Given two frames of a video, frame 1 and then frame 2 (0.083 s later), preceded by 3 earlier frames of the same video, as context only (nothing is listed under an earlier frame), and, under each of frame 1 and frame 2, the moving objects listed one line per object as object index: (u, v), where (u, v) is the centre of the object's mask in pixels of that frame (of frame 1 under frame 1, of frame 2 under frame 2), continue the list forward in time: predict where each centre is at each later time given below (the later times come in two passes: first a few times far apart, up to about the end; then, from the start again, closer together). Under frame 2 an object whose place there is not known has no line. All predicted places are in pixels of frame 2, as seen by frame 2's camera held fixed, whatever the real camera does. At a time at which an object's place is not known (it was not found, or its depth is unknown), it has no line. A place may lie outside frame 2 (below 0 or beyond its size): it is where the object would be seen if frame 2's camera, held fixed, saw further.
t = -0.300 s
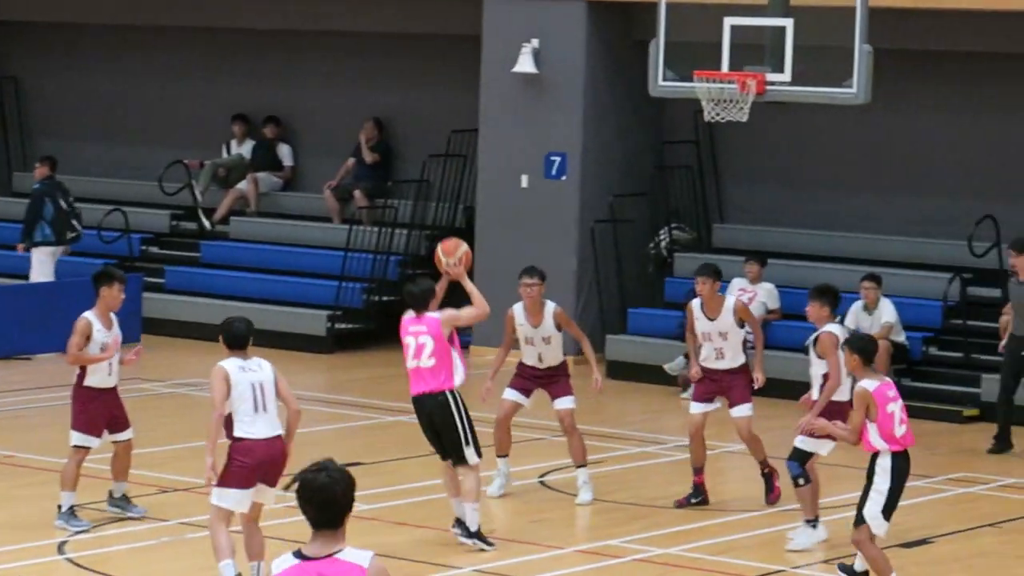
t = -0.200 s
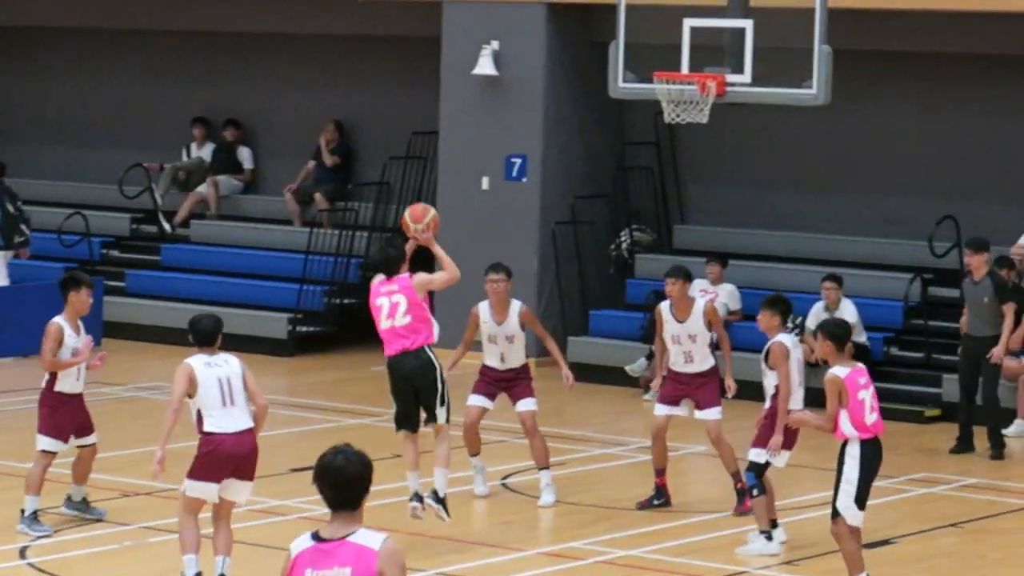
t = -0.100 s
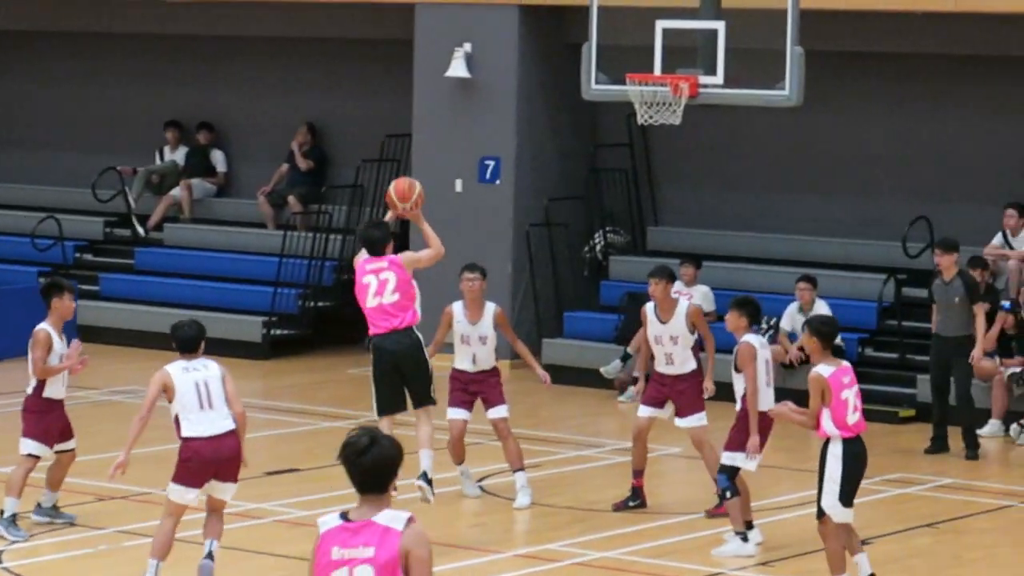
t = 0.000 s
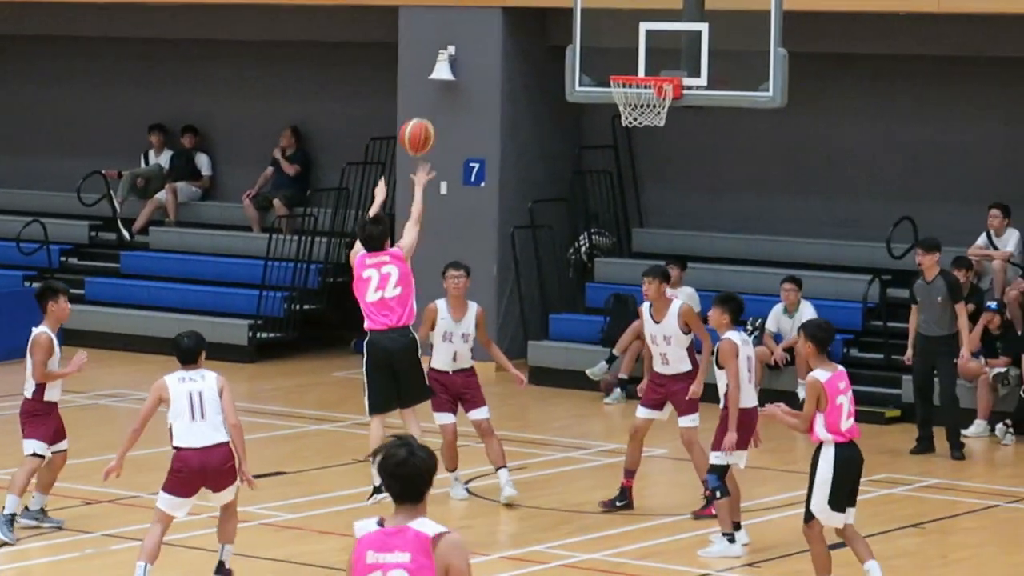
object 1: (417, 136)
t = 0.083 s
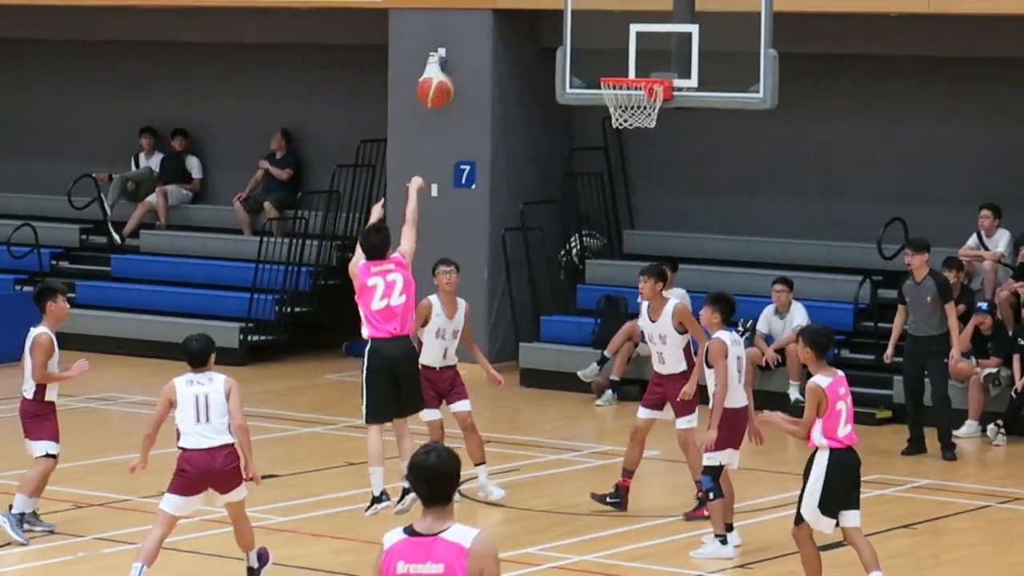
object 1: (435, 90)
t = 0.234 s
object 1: (482, 29)
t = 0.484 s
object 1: (556, 2)
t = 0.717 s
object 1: (617, 55)
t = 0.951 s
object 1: (644, 160)
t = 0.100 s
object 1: (441, 82)
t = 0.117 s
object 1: (446, 73)
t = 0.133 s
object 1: (451, 66)
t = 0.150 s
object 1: (457, 59)
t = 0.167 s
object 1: (462, 52)
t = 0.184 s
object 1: (467, 45)
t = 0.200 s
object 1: (472, 39)
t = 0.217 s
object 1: (477, 34)
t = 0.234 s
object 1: (482, 29)
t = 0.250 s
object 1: (488, 24)
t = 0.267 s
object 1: (493, 20)
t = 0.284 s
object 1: (497, 17)
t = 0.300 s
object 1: (502, 14)
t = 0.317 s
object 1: (506, 11)
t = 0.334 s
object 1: (512, 8)
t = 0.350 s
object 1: (516, 6)
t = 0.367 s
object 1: (522, 5)
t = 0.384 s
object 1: (527, 3)
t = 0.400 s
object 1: (531, 3)
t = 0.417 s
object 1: (536, 2)
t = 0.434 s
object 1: (542, 2)
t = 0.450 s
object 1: (546, 1)
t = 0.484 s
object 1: (556, 2)
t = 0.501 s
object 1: (561, 4)
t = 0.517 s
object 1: (565, 5)
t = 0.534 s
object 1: (570, 7)
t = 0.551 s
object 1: (575, 10)
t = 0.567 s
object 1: (579, 13)
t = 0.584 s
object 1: (583, 16)
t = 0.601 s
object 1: (588, 20)
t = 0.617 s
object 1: (592, 24)
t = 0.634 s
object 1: (596, 28)
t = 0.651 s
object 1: (600, 33)
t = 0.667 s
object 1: (606, 38)
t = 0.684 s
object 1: (609, 43)
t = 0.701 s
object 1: (614, 49)
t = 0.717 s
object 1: (617, 55)
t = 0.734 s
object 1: (622, 61)
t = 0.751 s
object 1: (626, 66)
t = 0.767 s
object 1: (630, 69)
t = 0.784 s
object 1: (634, 81)
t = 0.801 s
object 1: (637, 91)
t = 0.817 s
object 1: (640, 97)
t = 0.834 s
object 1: (642, 105)
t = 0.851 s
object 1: (645, 113)
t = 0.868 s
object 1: (646, 119)
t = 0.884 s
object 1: (646, 127)
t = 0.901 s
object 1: (646, 135)
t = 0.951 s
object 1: (644, 160)
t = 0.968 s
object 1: (644, 170)
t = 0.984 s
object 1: (642, 180)
